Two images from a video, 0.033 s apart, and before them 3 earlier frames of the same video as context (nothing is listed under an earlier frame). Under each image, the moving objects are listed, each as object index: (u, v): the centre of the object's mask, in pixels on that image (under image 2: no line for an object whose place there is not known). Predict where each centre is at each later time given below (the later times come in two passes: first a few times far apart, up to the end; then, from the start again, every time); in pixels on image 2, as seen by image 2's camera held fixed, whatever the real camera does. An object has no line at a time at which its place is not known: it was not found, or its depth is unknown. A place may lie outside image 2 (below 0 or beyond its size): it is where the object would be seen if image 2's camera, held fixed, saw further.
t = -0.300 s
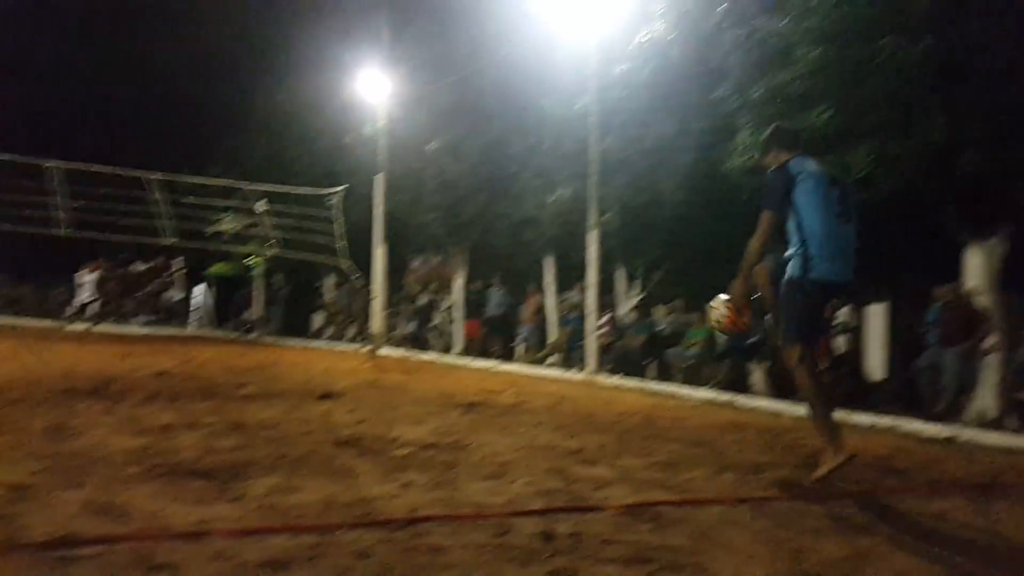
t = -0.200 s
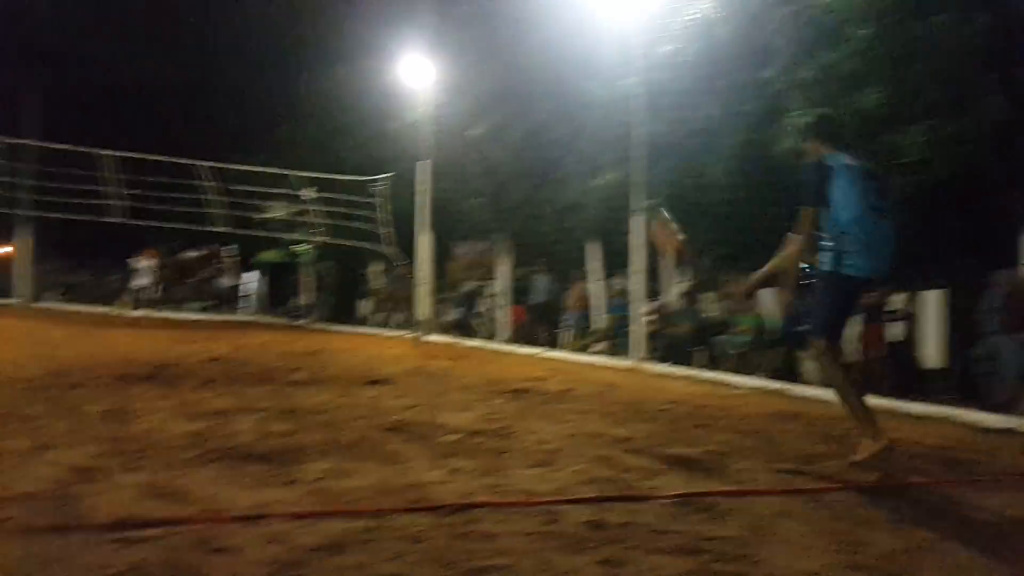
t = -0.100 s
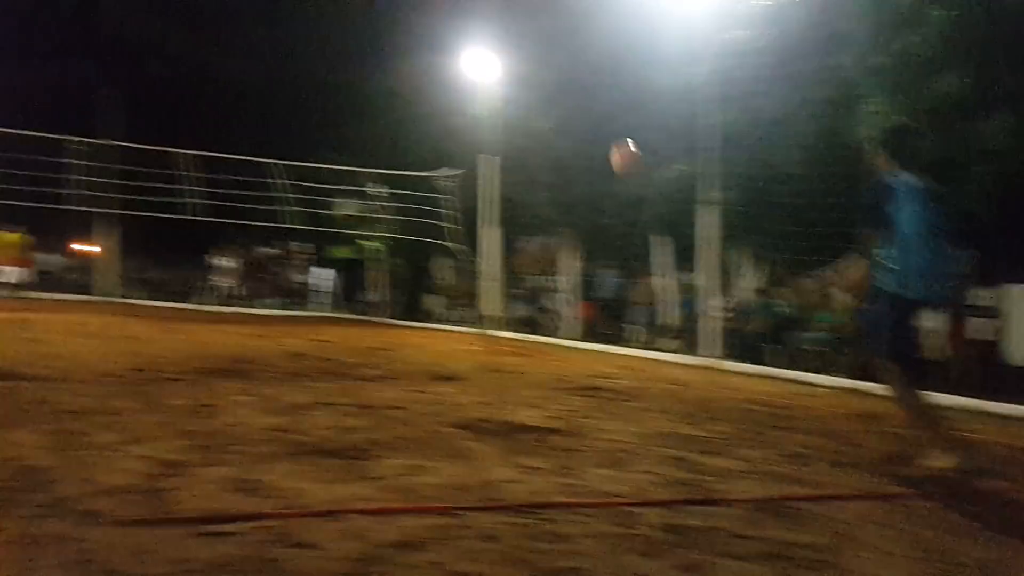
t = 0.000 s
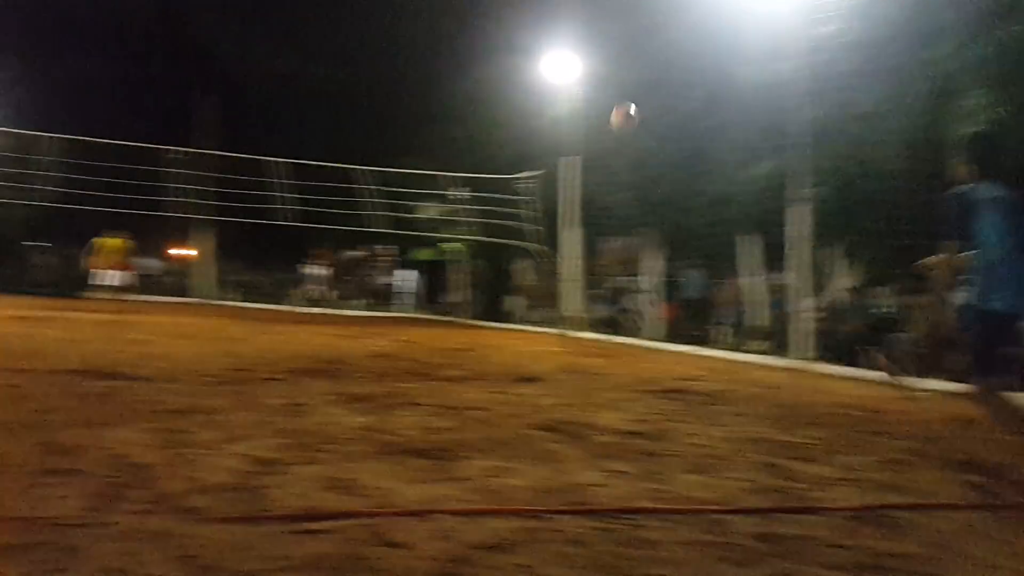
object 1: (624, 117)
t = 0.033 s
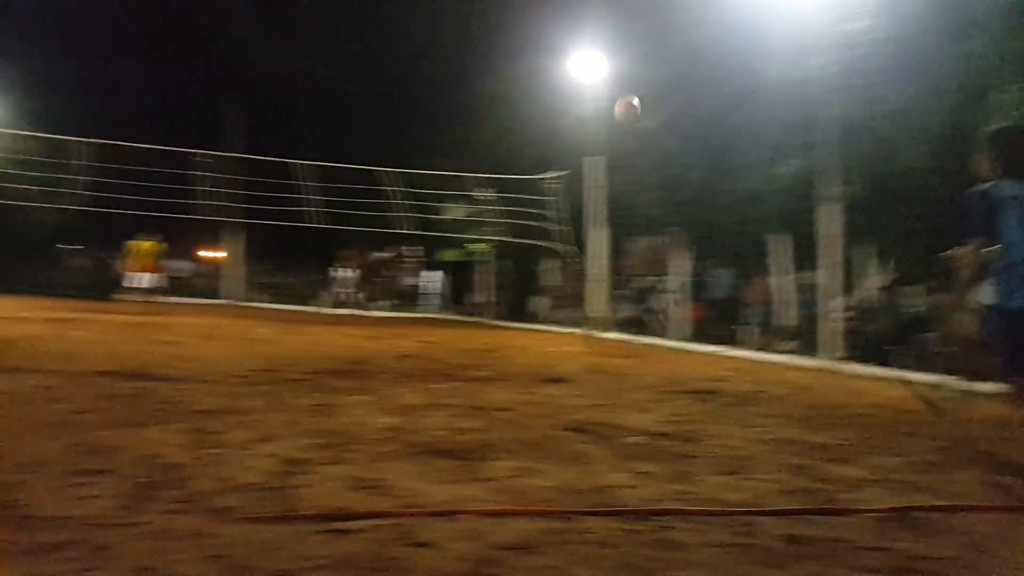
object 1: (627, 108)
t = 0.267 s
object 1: (517, 99)
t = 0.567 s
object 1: (442, 139)
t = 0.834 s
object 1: (395, 203)
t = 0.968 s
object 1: (376, 239)
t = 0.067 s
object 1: (608, 102)
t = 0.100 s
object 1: (588, 98)
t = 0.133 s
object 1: (570, 96)
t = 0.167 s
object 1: (556, 97)
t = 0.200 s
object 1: (542, 95)
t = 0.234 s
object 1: (529, 96)
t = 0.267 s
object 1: (517, 99)
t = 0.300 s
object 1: (505, 101)
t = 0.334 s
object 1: (497, 103)
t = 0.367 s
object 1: (487, 106)
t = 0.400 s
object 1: (478, 111)
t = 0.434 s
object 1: (469, 116)
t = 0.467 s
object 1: (462, 121)
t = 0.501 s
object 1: (455, 127)
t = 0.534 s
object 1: (448, 133)
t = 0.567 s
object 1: (442, 139)
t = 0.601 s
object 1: (435, 146)
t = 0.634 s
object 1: (428, 154)
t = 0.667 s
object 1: (421, 161)
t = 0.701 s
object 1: (416, 168)
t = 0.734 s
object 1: (411, 177)
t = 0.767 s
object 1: (405, 185)
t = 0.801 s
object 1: (399, 194)
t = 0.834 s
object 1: (395, 203)
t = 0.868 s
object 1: (390, 211)
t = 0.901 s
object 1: (385, 221)
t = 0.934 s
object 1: (380, 229)
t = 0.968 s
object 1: (376, 239)
